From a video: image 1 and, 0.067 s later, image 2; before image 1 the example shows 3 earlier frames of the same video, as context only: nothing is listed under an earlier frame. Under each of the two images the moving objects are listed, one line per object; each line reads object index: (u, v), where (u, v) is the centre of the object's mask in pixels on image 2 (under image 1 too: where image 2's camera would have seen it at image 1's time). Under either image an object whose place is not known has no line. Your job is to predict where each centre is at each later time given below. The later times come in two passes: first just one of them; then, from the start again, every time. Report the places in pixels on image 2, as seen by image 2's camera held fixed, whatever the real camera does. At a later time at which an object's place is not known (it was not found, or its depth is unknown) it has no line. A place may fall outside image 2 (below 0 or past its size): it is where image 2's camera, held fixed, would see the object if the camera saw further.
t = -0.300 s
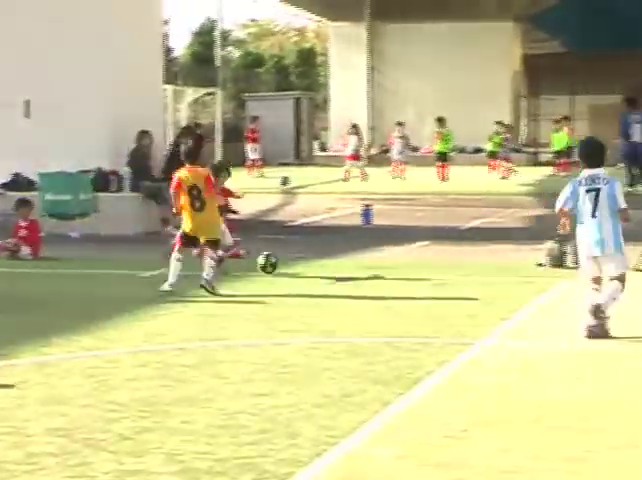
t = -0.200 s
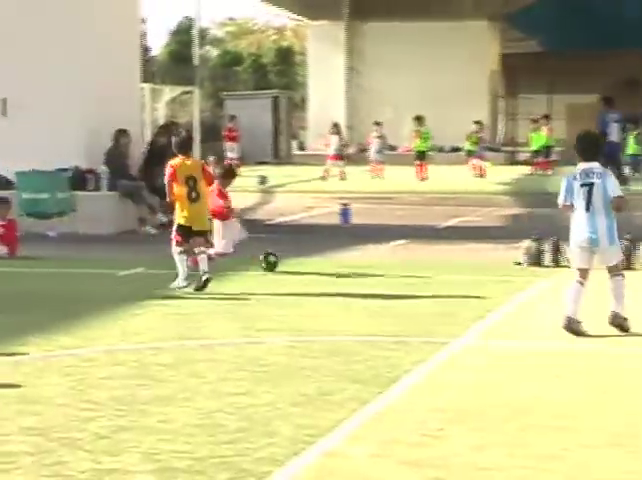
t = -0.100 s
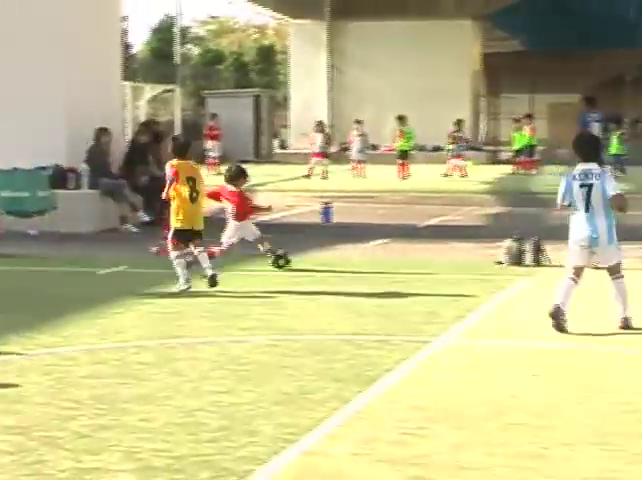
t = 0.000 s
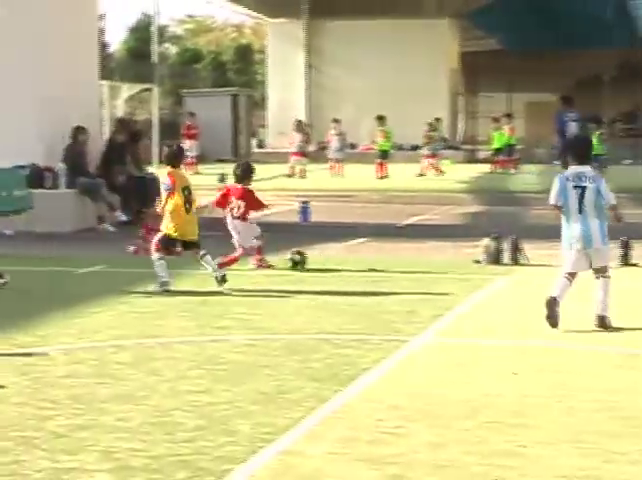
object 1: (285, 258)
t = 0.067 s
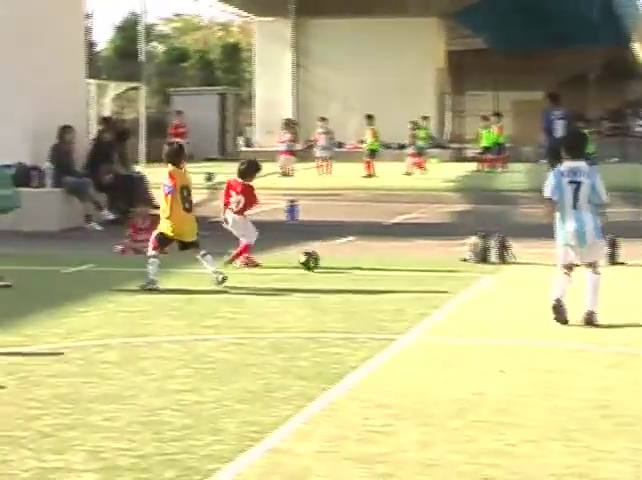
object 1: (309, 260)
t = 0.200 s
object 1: (354, 262)
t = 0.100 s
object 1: (321, 261)
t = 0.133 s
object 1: (332, 261)
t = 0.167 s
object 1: (343, 260)
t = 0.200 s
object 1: (354, 262)
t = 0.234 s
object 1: (365, 263)
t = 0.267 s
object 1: (376, 263)
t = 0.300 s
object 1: (387, 263)
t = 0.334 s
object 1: (397, 264)
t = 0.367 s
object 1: (409, 265)
